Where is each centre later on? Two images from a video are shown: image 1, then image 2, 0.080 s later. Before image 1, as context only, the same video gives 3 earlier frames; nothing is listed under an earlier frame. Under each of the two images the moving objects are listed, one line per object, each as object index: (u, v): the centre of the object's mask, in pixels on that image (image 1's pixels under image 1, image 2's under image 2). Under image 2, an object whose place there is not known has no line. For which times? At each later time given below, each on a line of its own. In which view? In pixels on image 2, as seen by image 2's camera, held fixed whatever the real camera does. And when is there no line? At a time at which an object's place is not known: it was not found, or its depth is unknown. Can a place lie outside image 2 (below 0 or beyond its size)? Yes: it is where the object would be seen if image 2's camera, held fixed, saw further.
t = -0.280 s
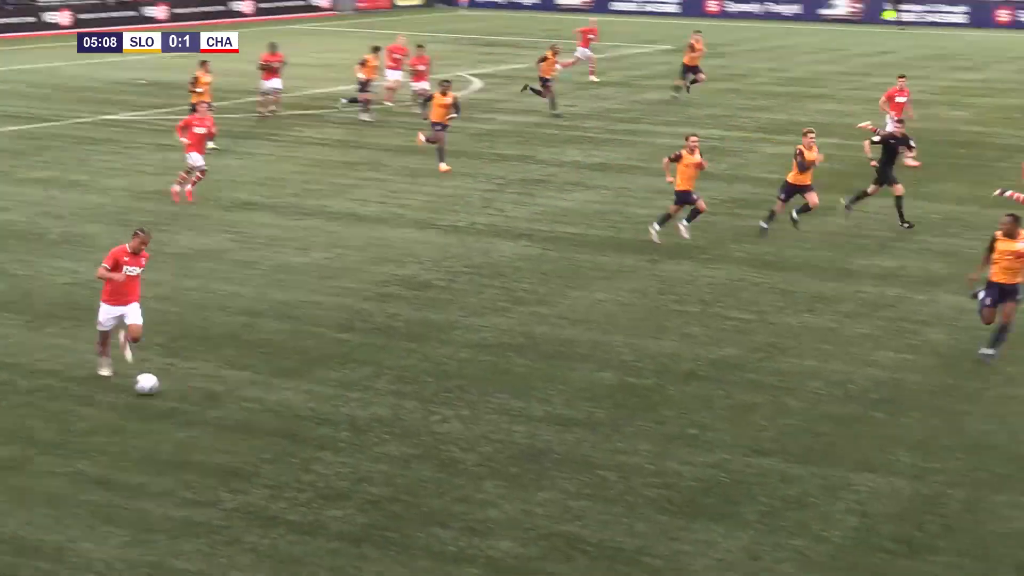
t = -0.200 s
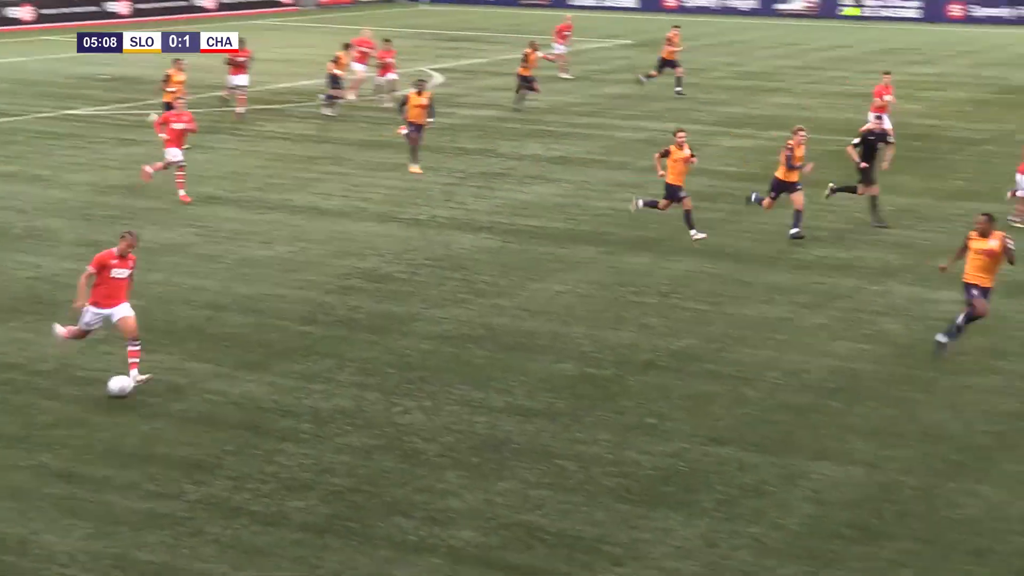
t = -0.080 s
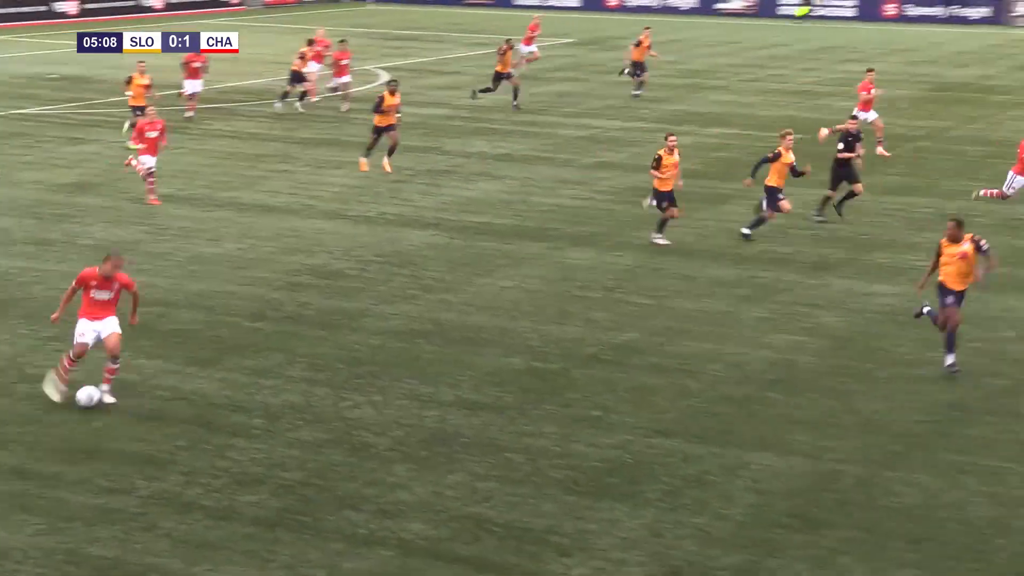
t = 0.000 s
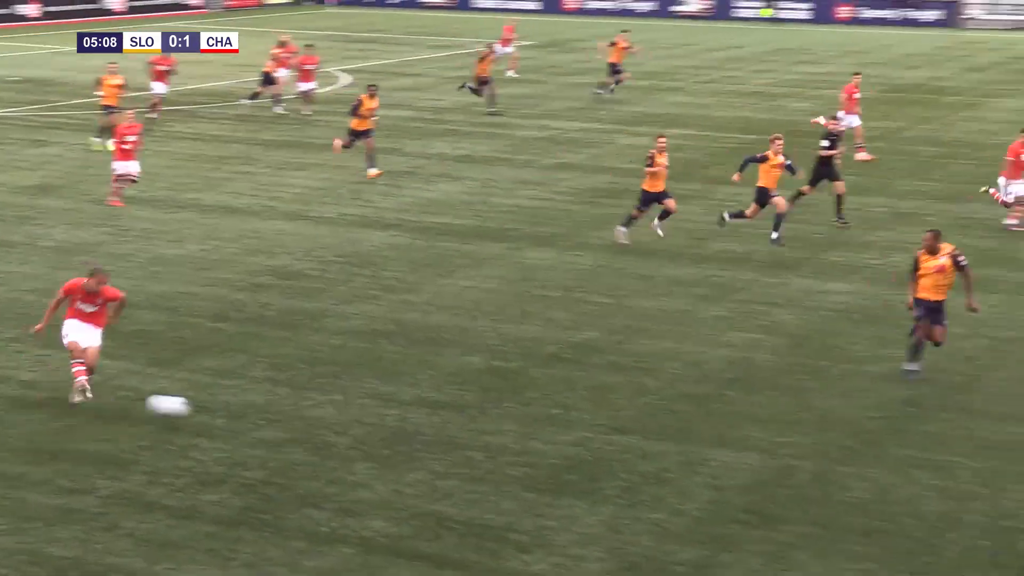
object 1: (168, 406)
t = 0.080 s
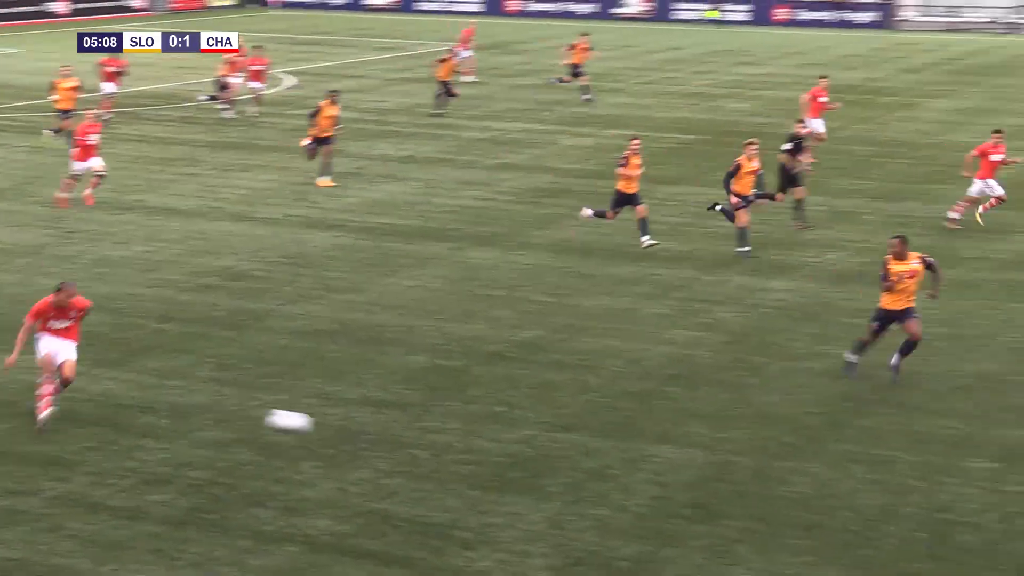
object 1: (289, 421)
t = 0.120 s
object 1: (379, 431)
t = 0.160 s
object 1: (473, 445)
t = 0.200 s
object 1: (571, 459)
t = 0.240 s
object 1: (673, 476)
